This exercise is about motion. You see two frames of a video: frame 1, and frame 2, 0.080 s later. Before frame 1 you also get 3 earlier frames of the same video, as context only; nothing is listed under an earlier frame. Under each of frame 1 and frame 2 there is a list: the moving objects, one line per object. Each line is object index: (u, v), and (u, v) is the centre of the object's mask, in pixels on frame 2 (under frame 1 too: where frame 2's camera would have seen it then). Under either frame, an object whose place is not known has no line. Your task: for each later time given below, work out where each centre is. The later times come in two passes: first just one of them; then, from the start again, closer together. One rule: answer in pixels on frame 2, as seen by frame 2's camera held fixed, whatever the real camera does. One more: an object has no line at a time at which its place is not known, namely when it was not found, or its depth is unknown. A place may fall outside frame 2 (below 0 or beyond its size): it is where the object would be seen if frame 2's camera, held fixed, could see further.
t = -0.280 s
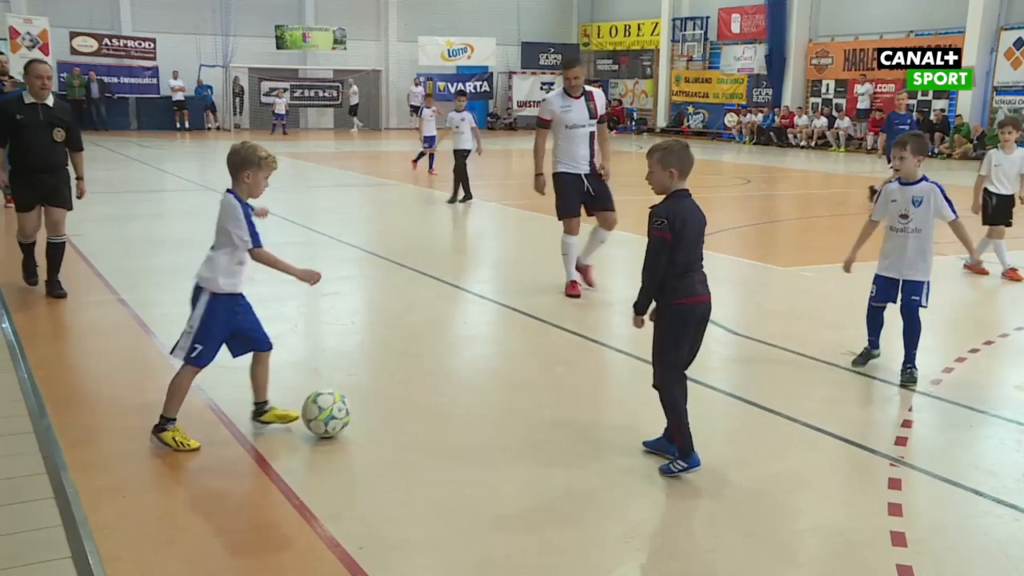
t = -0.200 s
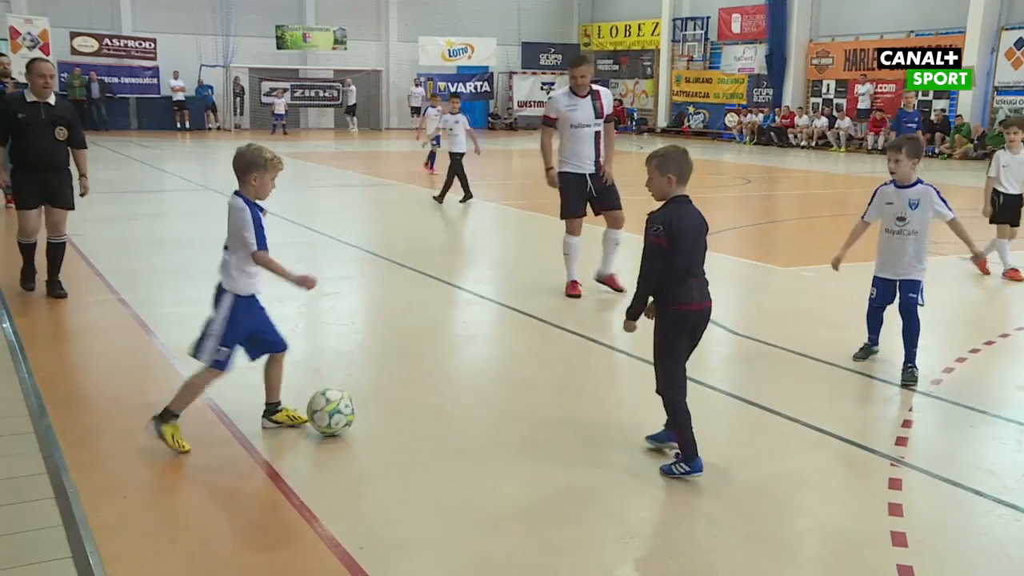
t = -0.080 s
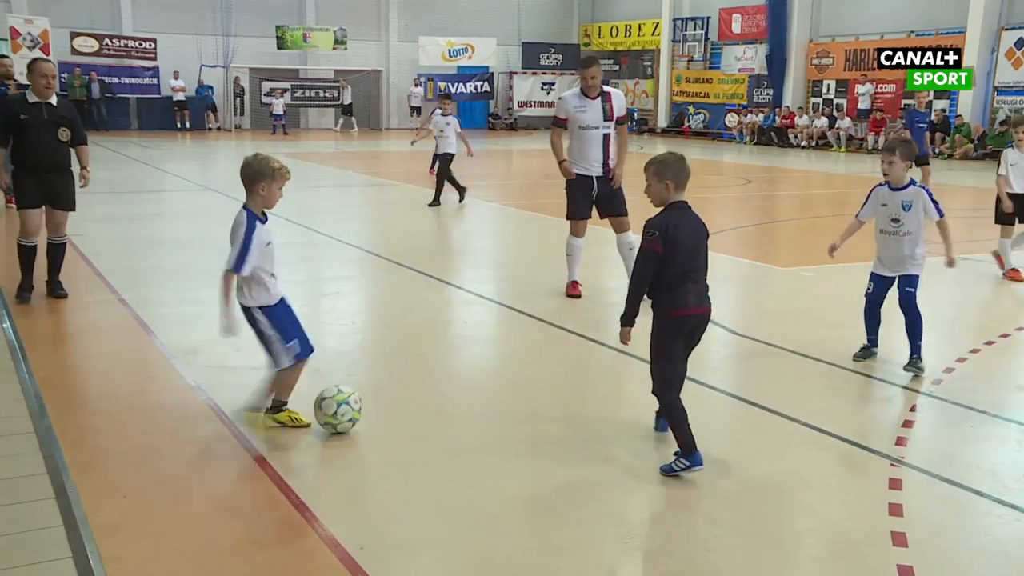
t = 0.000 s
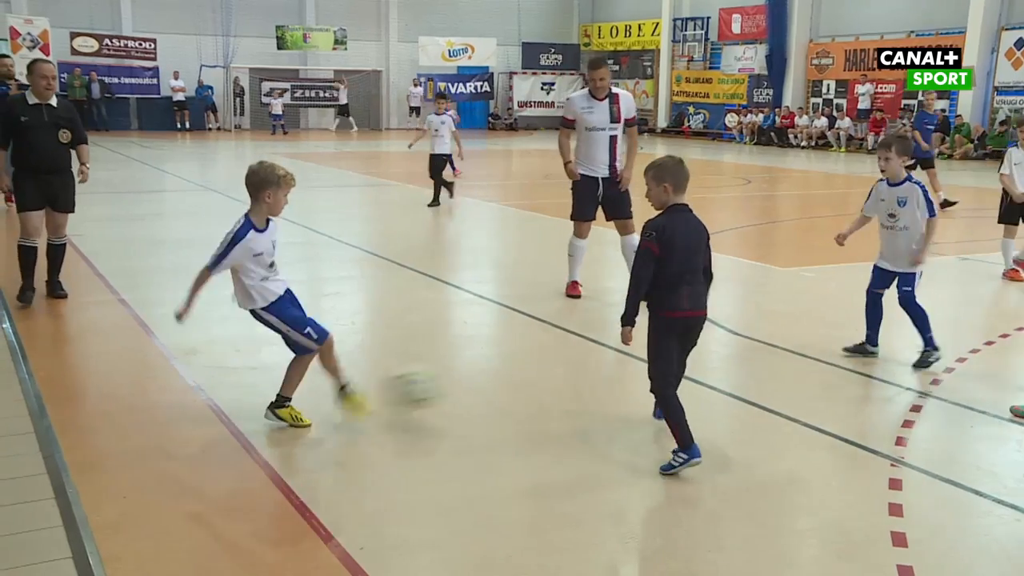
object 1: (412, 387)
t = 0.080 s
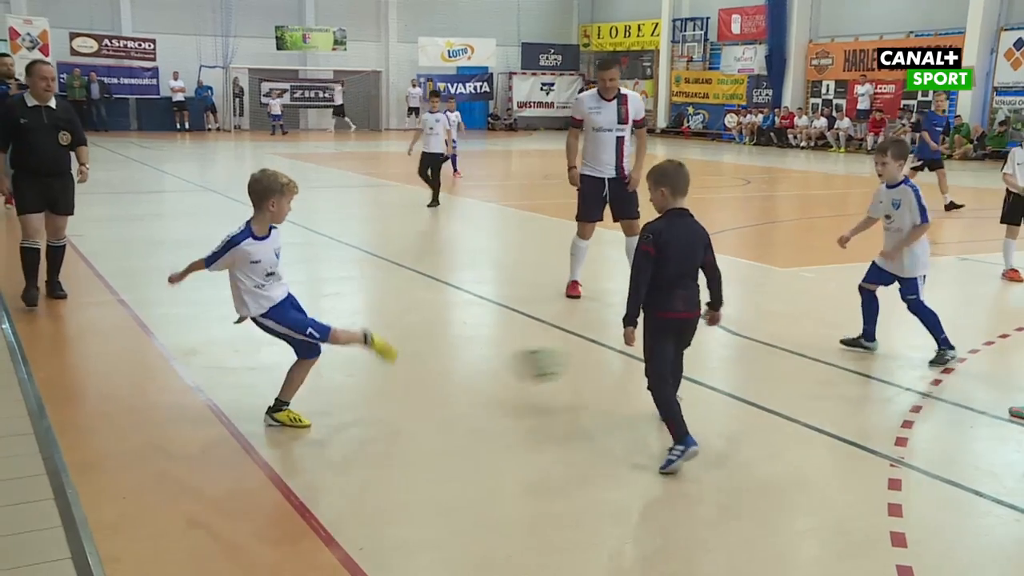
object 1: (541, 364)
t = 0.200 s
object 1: (704, 348)
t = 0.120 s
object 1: (596, 356)
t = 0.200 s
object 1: (704, 348)
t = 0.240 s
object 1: (753, 349)
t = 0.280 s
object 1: (799, 351)
